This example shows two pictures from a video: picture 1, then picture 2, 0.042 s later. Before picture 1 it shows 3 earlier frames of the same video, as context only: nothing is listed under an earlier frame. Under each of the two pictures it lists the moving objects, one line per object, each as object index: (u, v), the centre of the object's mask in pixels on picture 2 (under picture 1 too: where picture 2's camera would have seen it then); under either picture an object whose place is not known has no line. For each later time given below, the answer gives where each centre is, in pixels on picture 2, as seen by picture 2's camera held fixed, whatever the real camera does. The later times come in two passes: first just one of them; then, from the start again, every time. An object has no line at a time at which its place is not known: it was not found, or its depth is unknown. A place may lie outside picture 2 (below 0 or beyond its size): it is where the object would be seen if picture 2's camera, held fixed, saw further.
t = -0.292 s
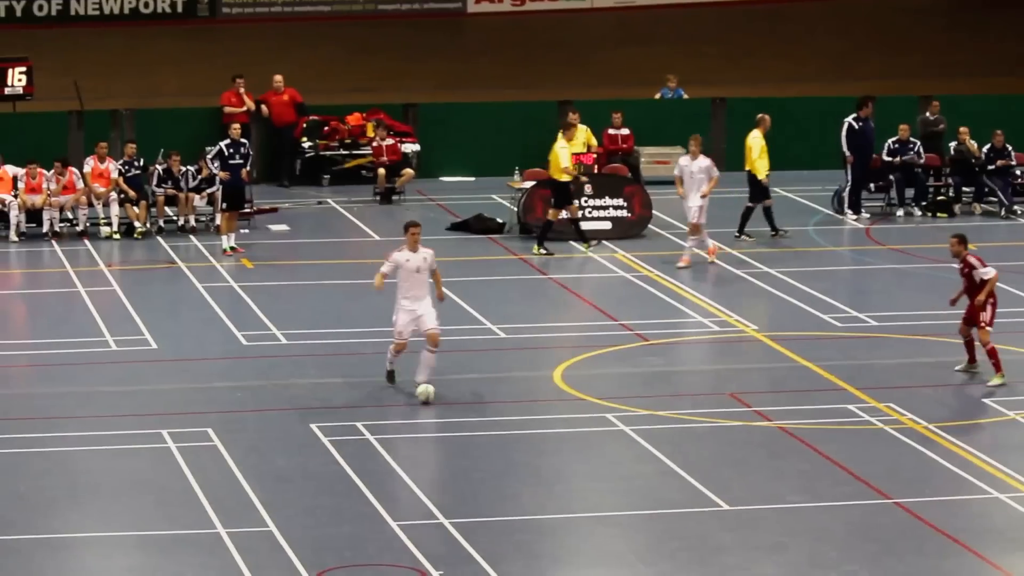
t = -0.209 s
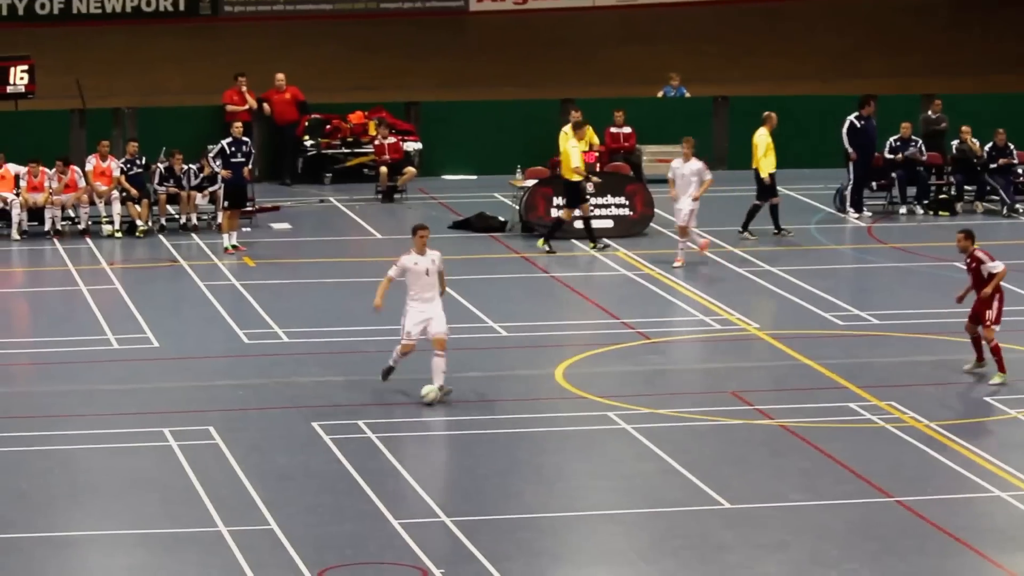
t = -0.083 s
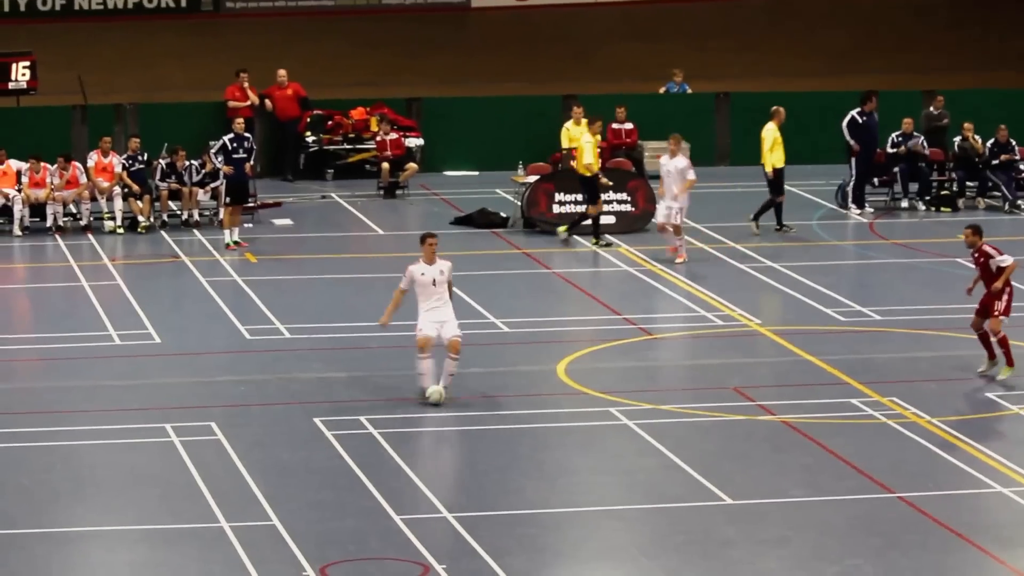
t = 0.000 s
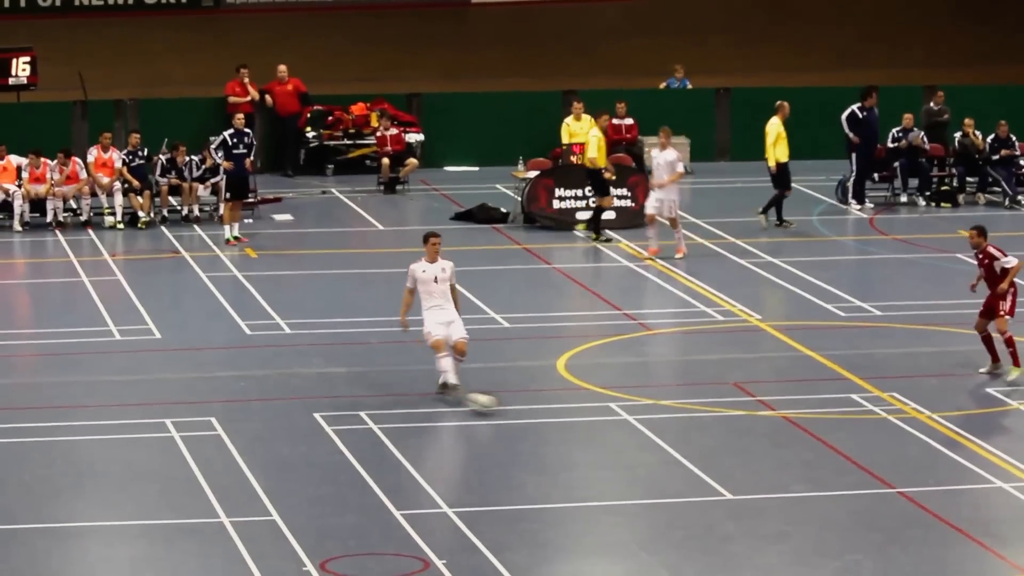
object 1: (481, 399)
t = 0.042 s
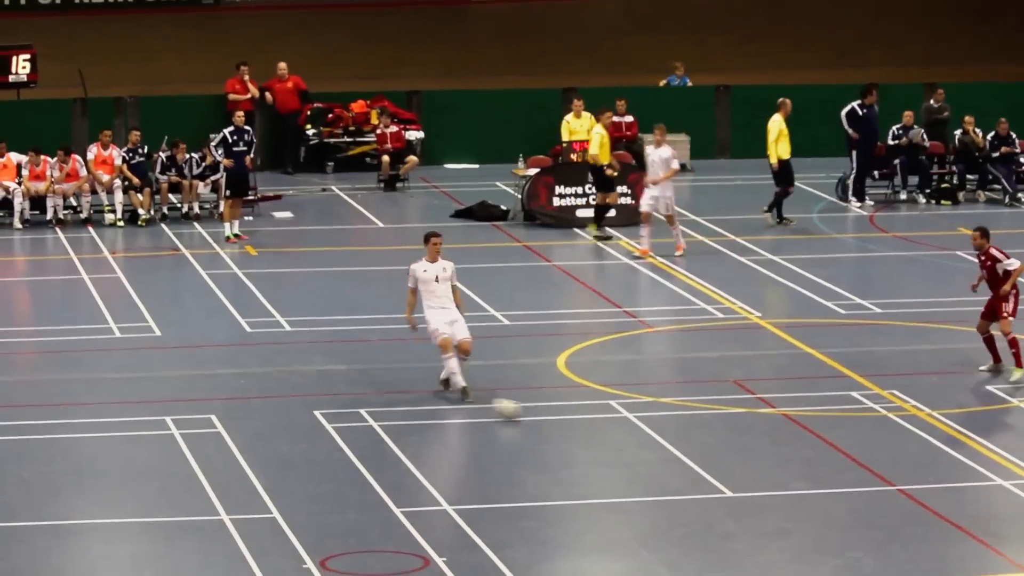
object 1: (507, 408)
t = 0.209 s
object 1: (605, 439)
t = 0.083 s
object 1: (530, 416)
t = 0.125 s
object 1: (556, 423)
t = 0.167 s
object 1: (579, 431)
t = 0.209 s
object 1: (605, 439)
